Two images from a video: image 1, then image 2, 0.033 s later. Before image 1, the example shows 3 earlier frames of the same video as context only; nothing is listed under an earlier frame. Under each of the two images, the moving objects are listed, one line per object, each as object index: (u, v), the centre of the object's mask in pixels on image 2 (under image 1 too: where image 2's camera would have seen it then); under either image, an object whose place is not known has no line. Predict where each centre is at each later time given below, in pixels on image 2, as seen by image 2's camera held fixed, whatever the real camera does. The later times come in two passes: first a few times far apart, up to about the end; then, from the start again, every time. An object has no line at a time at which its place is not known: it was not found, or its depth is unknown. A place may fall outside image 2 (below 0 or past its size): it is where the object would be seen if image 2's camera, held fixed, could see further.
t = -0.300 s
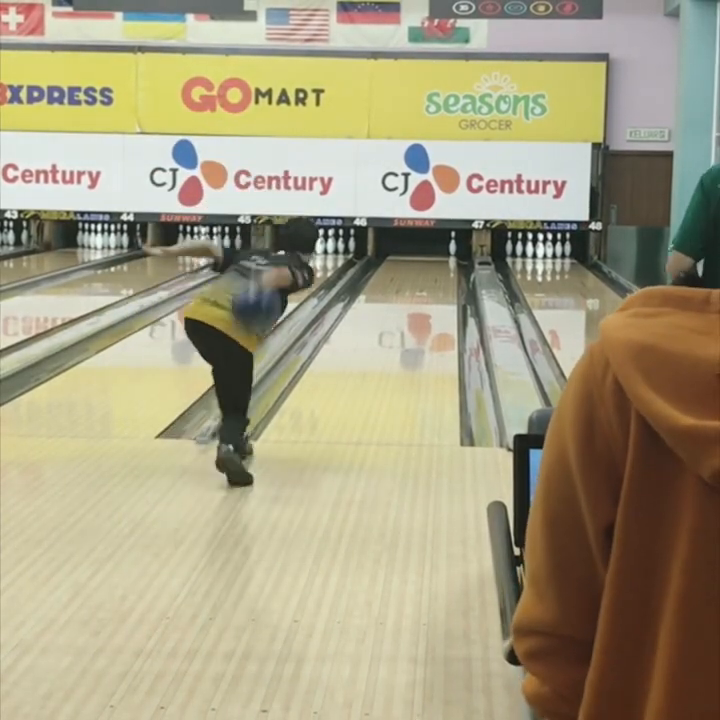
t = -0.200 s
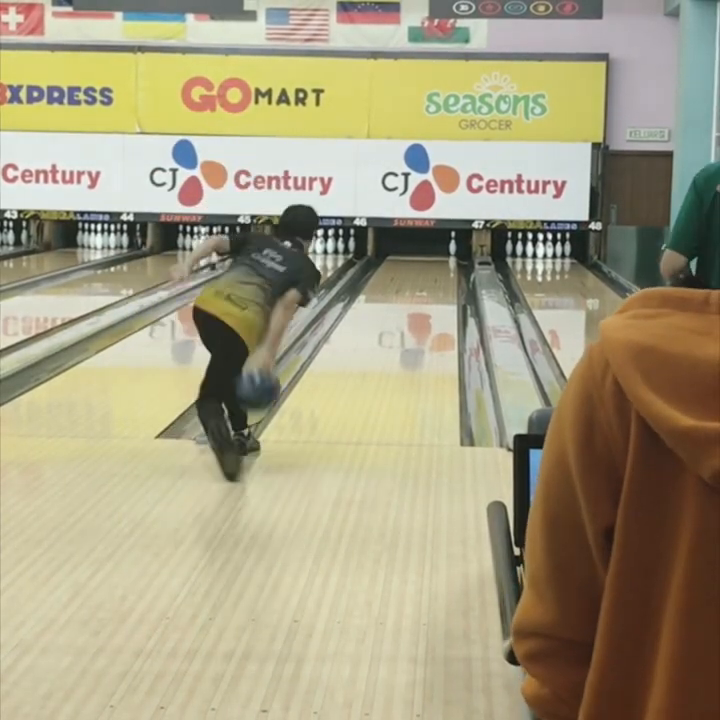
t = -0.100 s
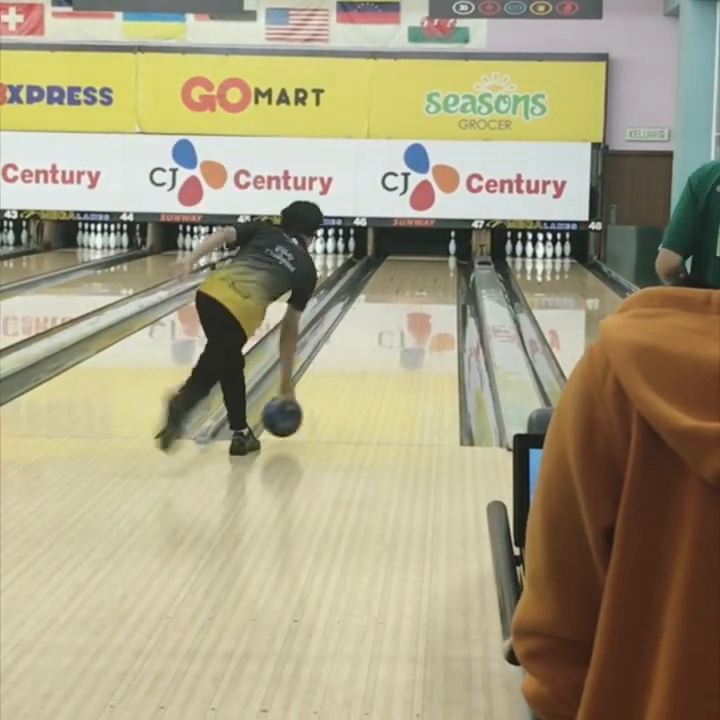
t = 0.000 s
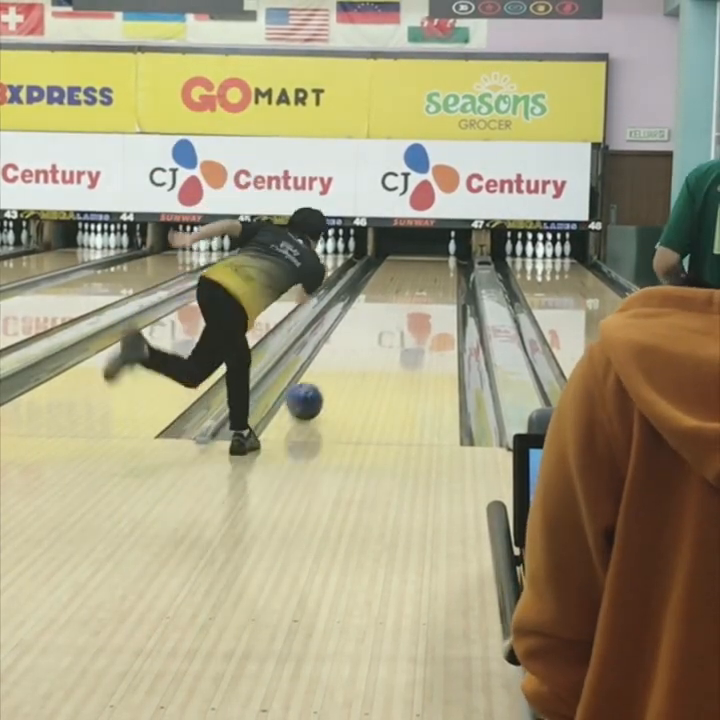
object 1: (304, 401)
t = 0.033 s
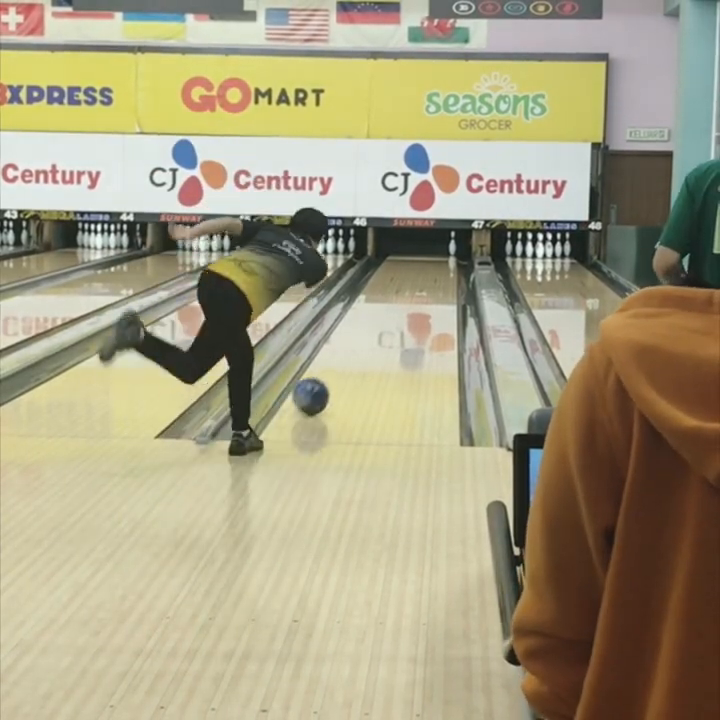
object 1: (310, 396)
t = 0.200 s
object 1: (339, 367)
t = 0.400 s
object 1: (364, 341)
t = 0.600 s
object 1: (383, 321)
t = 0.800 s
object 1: (398, 306)
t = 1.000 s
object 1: (411, 293)
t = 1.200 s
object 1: (421, 282)
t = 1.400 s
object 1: (429, 273)
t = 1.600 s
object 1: (436, 265)
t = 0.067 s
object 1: (317, 389)
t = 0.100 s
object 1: (322, 384)
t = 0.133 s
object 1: (328, 378)
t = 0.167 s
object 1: (333, 373)
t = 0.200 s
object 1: (339, 367)
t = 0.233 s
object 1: (343, 362)
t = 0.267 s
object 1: (348, 358)
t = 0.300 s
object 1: (352, 353)
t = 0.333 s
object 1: (356, 349)
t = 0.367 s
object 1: (360, 345)
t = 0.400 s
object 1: (364, 341)
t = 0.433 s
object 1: (367, 337)
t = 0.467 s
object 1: (370, 334)
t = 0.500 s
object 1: (374, 330)
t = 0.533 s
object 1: (377, 327)
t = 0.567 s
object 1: (380, 324)
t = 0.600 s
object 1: (383, 321)
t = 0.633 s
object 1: (386, 318)
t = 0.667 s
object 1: (389, 316)
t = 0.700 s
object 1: (391, 313)
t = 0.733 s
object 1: (393, 311)
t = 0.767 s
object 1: (396, 308)
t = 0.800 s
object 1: (398, 306)
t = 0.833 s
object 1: (400, 303)
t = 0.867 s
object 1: (403, 301)
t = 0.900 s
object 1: (404, 299)
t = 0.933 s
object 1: (406, 297)
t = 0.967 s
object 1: (409, 295)
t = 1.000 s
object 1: (411, 293)
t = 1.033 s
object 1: (413, 291)
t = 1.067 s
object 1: (414, 289)
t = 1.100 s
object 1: (416, 287)
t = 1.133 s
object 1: (418, 286)
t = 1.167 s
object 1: (419, 284)
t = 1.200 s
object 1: (421, 282)
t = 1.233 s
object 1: (422, 281)
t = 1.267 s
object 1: (423, 280)
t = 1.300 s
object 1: (425, 277)
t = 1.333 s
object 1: (426, 276)
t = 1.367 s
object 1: (428, 274)
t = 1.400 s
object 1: (429, 273)
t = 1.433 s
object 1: (430, 272)
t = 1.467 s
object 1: (432, 271)
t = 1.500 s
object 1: (433, 269)
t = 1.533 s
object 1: (434, 268)
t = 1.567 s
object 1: (435, 266)
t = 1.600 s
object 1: (436, 265)
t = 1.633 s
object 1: (437, 264)
